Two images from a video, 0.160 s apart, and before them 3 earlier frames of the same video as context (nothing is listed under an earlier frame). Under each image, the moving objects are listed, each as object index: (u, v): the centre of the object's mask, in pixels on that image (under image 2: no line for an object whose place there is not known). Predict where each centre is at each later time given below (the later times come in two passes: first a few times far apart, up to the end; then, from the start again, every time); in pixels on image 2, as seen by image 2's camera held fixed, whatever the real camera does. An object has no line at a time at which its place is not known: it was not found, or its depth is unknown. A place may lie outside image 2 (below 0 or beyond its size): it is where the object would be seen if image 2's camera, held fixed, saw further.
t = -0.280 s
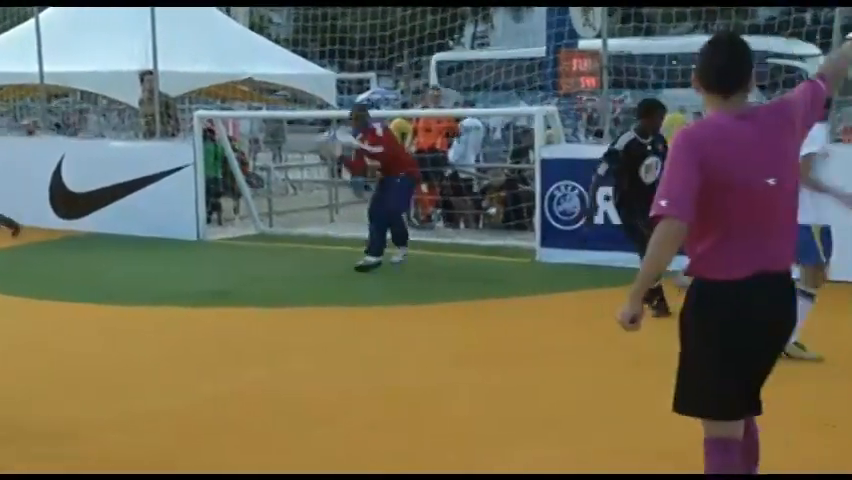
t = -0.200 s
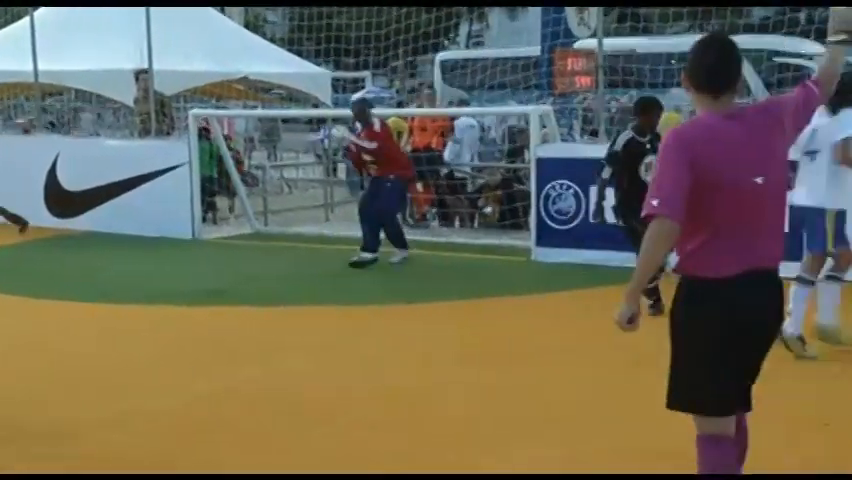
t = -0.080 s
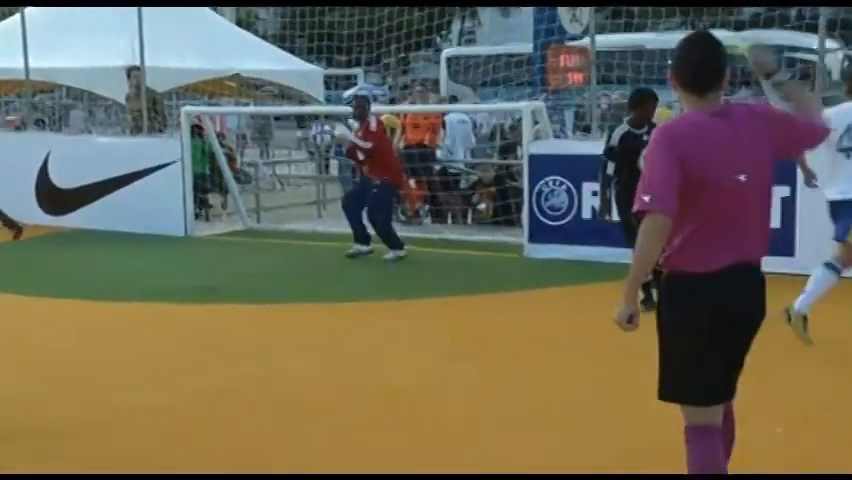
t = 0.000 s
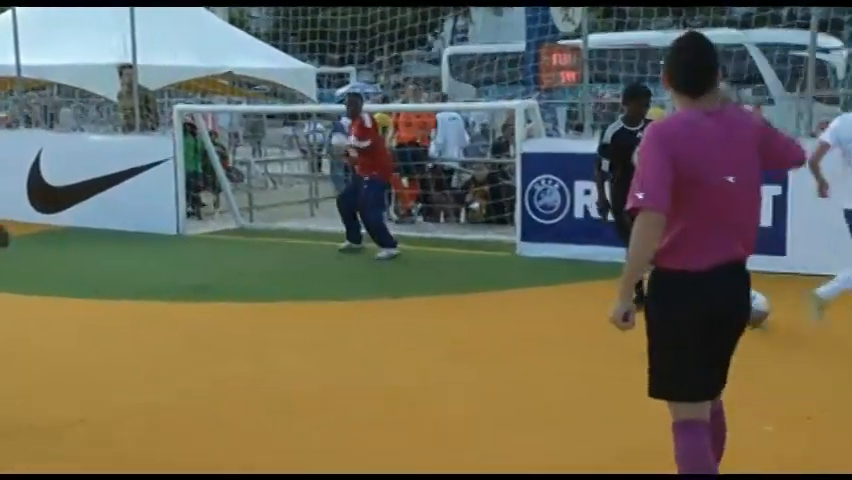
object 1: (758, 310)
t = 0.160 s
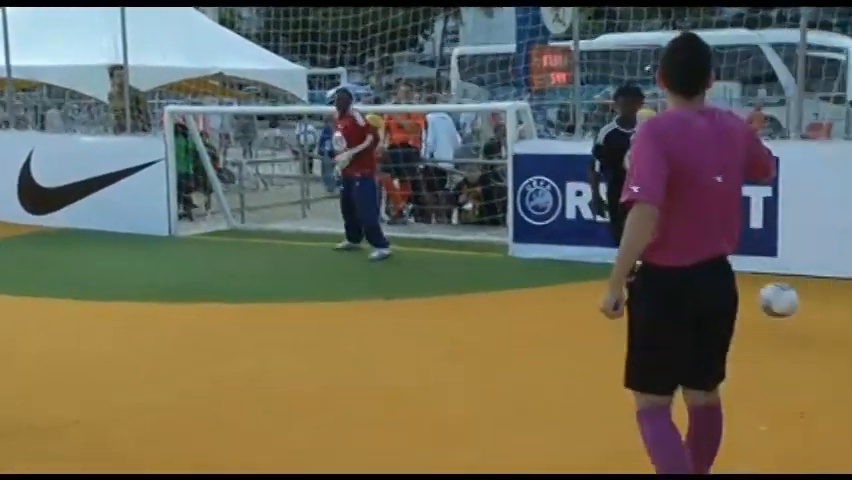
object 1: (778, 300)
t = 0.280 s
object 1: (807, 318)
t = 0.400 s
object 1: (823, 323)
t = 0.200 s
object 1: (788, 303)
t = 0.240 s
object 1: (798, 309)
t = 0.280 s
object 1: (807, 318)
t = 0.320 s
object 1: (816, 328)
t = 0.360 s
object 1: (820, 324)
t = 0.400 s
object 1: (823, 323)
